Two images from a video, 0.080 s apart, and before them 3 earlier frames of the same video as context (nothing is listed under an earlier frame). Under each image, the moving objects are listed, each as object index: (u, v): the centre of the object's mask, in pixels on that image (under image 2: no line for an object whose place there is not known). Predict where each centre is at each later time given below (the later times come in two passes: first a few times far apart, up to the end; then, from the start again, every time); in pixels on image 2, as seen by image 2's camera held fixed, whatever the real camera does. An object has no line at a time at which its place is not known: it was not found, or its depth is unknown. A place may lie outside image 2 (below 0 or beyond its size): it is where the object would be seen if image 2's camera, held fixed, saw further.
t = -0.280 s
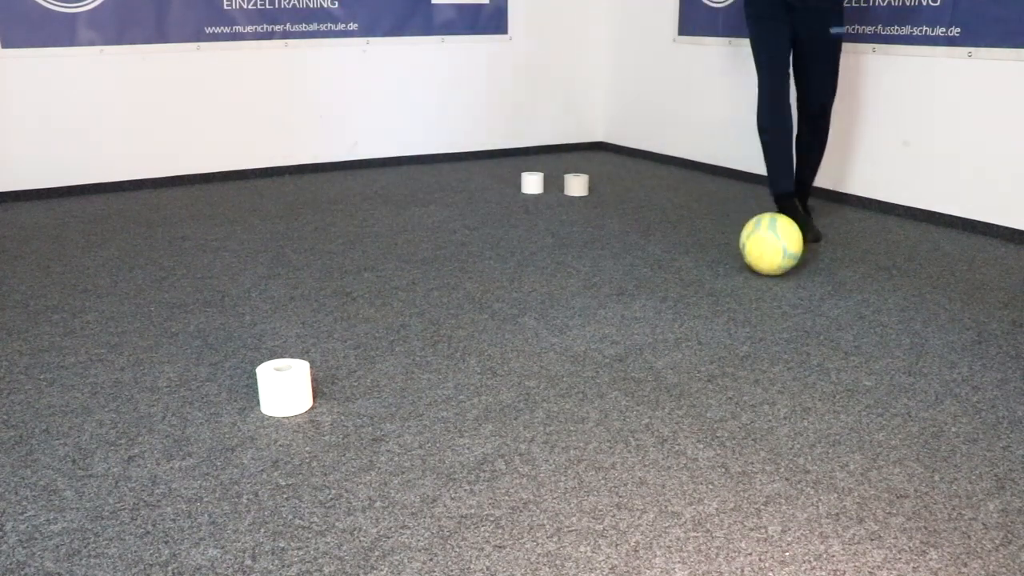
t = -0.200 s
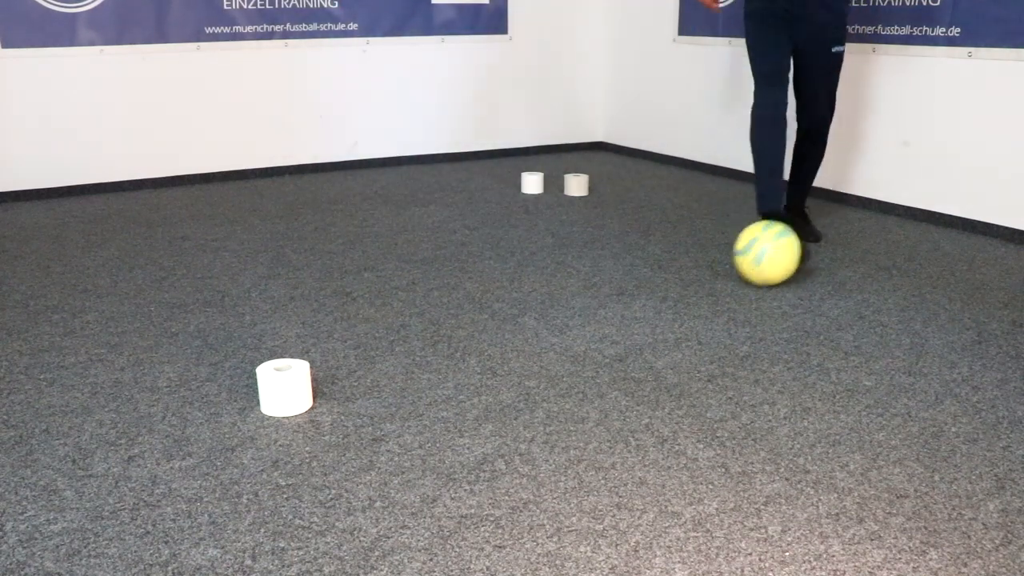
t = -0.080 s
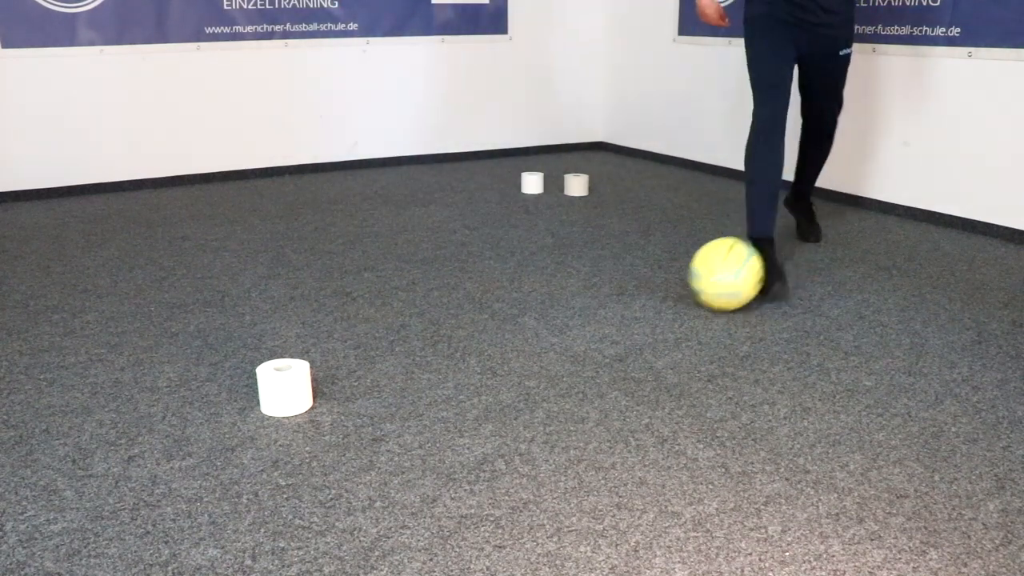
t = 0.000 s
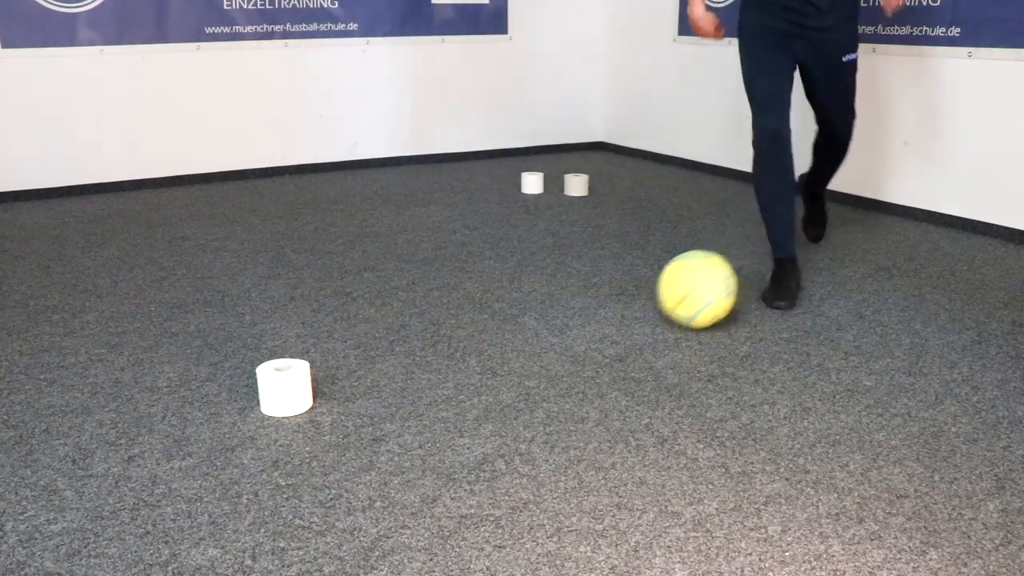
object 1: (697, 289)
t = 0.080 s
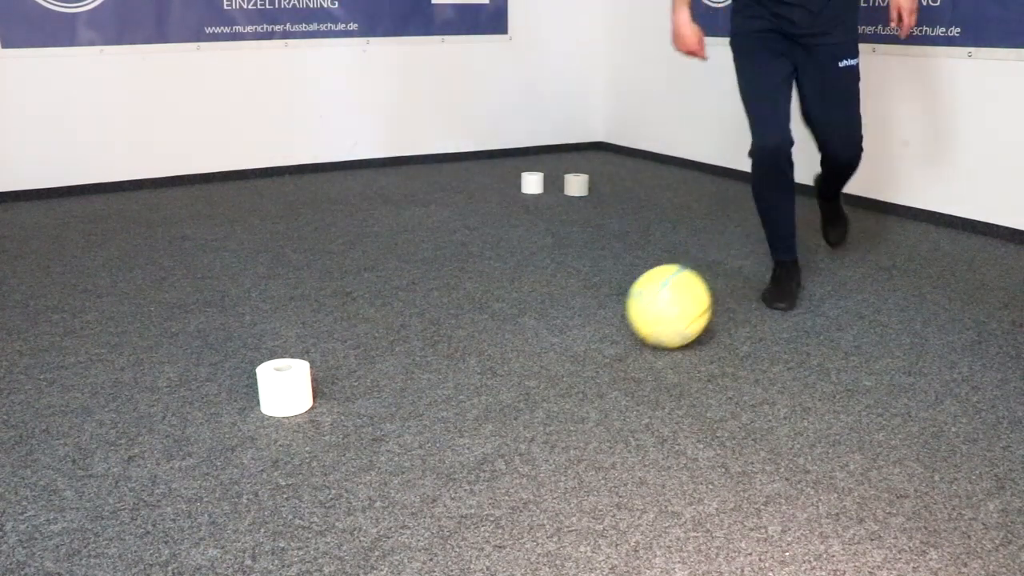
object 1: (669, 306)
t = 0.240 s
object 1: (617, 342)
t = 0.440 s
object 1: (536, 402)
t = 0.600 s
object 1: (447, 466)
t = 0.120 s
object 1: (655, 315)
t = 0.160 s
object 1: (642, 324)
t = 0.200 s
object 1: (630, 333)
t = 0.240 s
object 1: (617, 342)
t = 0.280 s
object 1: (603, 353)
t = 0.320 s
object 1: (588, 364)
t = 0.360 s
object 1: (572, 375)
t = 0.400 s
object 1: (555, 388)
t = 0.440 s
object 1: (536, 402)
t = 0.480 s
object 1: (517, 416)
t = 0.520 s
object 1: (496, 431)
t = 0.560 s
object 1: (473, 447)
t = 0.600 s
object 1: (447, 466)
